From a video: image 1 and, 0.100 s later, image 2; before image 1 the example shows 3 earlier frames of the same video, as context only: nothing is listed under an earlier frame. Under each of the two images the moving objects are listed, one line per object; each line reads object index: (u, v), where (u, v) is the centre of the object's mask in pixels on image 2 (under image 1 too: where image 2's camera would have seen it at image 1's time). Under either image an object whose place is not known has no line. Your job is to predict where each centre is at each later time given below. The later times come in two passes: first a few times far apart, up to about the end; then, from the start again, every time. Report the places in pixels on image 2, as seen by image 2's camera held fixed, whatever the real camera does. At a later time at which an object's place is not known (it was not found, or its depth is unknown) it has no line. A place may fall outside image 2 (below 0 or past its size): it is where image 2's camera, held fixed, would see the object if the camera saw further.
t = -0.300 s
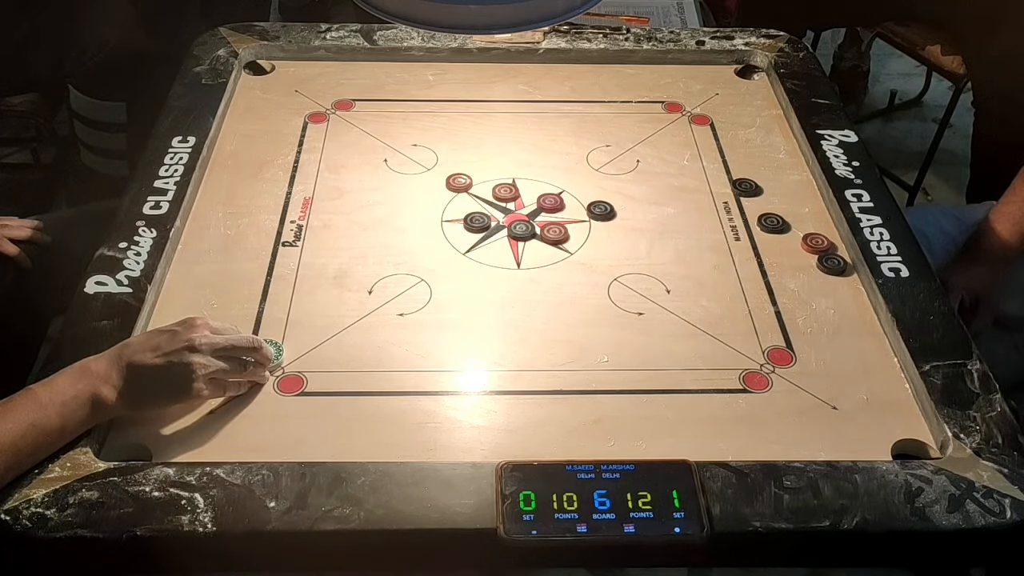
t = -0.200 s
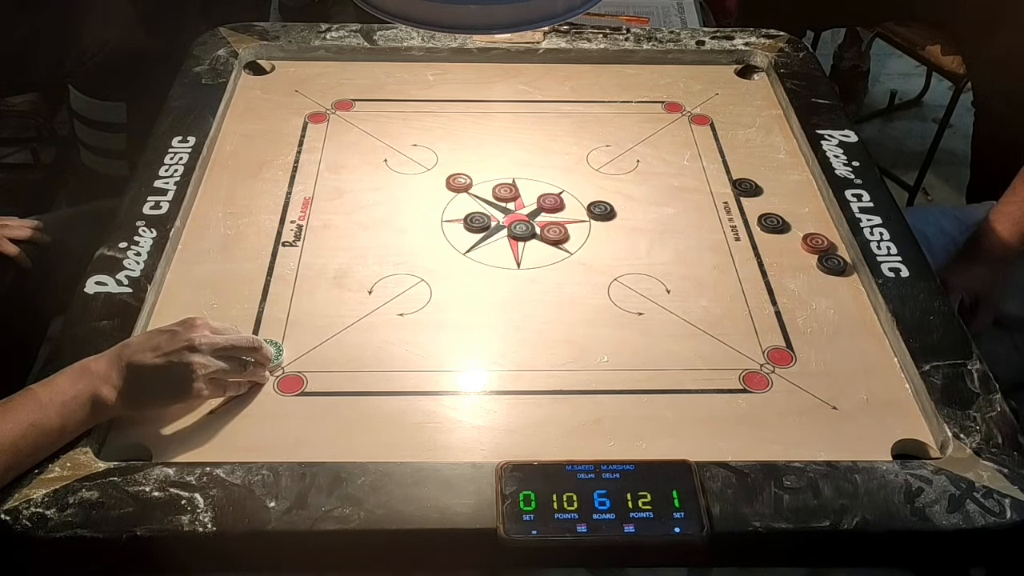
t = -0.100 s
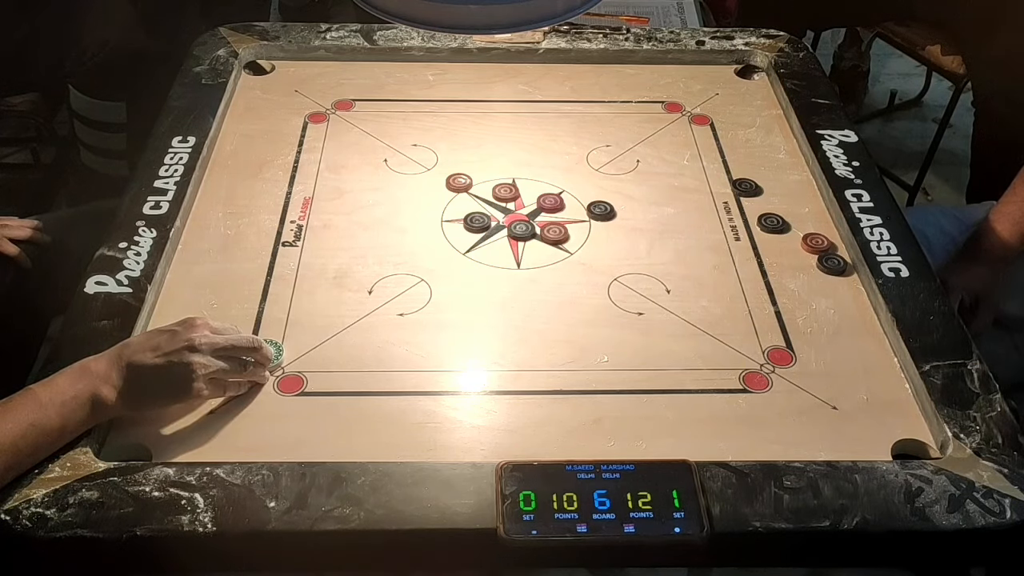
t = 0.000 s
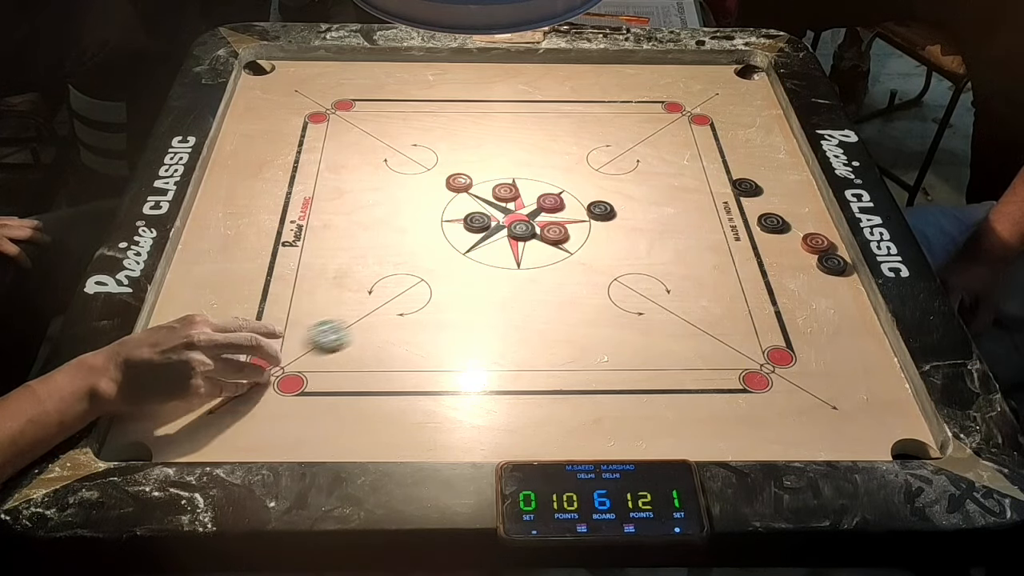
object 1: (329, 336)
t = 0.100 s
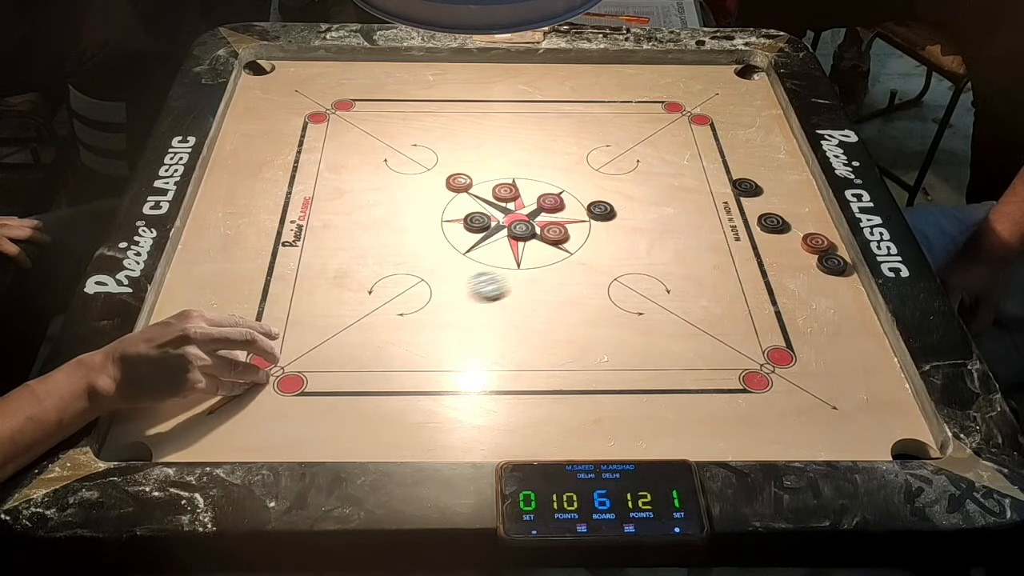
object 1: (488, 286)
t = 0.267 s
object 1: (697, 220)
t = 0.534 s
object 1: (704, 195)
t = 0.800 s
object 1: (583, 189)
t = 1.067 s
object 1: (552, 185)
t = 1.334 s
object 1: (552, 185)
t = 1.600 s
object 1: (552, 185)
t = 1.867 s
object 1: (552, 185)
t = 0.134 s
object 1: (536, 272)
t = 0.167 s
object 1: (581, 257)
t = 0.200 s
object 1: (621, 244)
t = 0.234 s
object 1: (660, 232)
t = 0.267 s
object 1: (697, 220)
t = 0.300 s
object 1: (732, 210)
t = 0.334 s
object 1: (764, 202)
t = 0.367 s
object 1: (794, 201)
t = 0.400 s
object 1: (798, 199)
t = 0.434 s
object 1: (773, 197)
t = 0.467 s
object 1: (748, 196)
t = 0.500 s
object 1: (726, 195)
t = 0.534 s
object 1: (704, 195)
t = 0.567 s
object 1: (685, 194)
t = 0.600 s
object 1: (667, 193)
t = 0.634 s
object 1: (650, 192)
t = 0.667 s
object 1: (633, 191)
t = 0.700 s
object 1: (619, 191)
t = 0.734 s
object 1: (607, 189)
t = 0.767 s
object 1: (594, 189)
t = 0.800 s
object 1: (583, 189)
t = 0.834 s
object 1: (574, 188)
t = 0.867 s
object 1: (568, 187)
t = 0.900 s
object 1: (562, 186)
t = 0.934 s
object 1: (557, 186)
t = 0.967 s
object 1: (554, 186)
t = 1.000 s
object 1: (552, 185)
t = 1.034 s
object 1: (552, 185)
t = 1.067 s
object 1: (552, 185)
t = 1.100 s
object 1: (552, 185)
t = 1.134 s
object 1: (552, 185)
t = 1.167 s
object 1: (552, 185)
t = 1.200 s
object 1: (552, 185)
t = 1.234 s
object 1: (552, 185)
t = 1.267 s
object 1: (552, 185)
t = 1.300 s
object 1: (552, 185)
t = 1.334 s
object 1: (552, 185)
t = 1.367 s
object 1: (552, 185)
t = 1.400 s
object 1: (552, 185)
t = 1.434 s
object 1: (552, 185)
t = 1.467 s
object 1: (552, 185)
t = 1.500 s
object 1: (552, 185)
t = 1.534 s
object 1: (552, 185)
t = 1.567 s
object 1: (552, 185)
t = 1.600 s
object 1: (552, 185)
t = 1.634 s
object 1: (552, 185)
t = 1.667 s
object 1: (552, 185)
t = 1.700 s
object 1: (552, 185)
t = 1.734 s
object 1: (552, 185)
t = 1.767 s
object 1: (552, 185)
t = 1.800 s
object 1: (552, 185)
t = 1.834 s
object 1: (552, 185)
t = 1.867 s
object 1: (552, 185)
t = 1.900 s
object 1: (552, 185)
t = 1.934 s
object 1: (552, 185)
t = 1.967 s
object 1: (552, 185)
